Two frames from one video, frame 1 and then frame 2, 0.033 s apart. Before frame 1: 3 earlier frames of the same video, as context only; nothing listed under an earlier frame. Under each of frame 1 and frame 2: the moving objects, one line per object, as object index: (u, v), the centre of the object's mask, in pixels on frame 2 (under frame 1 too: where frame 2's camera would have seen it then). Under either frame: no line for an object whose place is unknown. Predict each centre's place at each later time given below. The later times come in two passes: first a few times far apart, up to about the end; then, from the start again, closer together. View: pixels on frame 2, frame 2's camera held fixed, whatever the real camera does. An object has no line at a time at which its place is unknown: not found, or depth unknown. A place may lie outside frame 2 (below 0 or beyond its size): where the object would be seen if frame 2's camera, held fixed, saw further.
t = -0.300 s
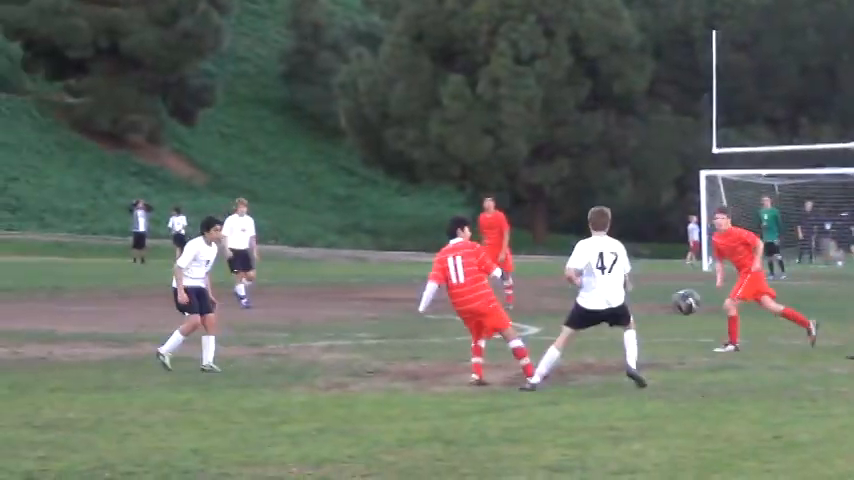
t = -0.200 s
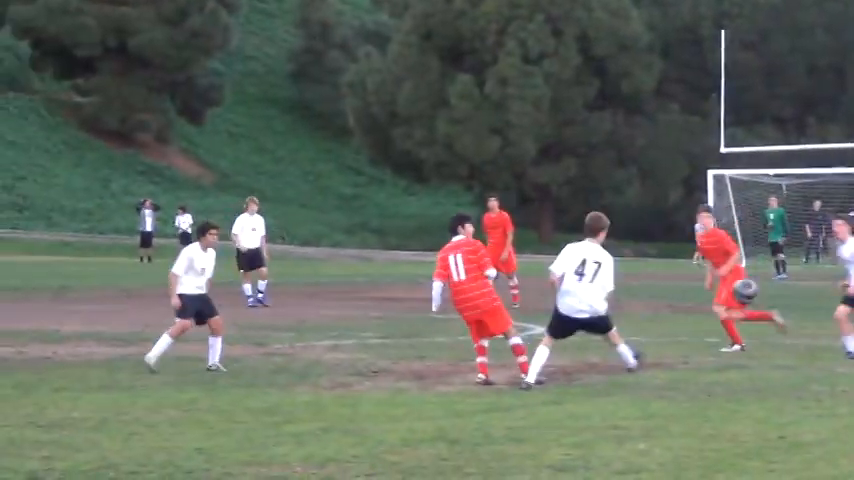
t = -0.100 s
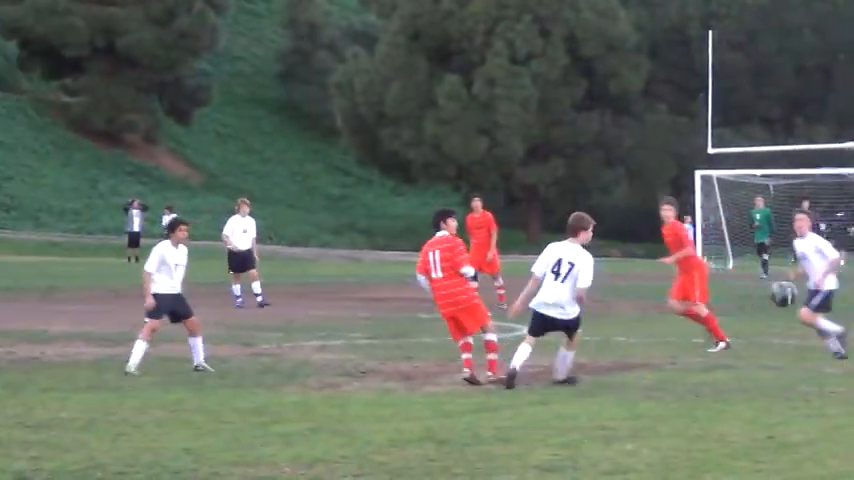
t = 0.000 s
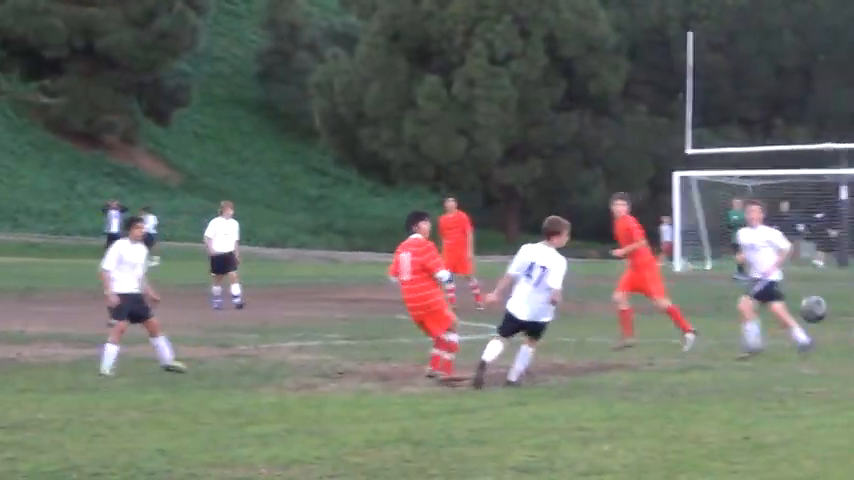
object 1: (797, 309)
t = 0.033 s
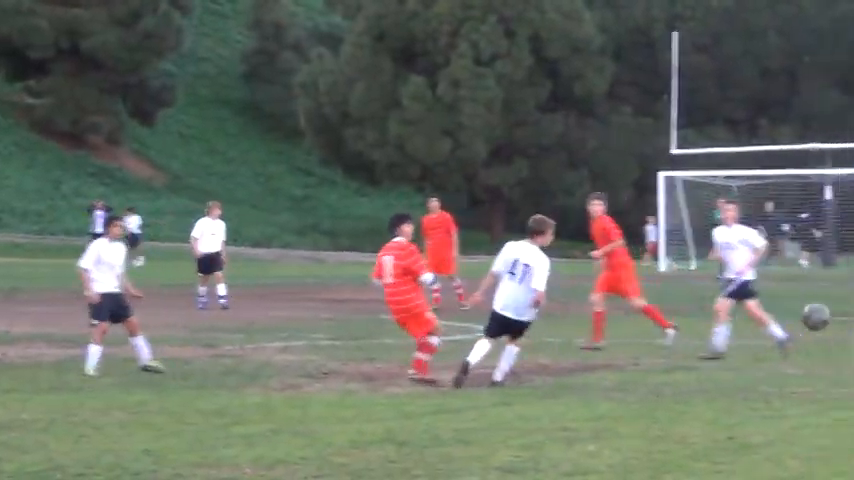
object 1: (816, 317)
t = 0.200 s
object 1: (904, 381)
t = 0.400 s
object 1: (977, 379)
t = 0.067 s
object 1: (834, 327)
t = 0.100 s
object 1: (853, 339)
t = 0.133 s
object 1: (871, 351)
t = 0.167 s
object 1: (890, 365)
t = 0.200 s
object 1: (904, 381)
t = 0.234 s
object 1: (919, 398)
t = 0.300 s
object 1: (946, 398)
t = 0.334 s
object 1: (959, 391)
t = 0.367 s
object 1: (966, 385)
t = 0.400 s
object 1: (977, 379)
